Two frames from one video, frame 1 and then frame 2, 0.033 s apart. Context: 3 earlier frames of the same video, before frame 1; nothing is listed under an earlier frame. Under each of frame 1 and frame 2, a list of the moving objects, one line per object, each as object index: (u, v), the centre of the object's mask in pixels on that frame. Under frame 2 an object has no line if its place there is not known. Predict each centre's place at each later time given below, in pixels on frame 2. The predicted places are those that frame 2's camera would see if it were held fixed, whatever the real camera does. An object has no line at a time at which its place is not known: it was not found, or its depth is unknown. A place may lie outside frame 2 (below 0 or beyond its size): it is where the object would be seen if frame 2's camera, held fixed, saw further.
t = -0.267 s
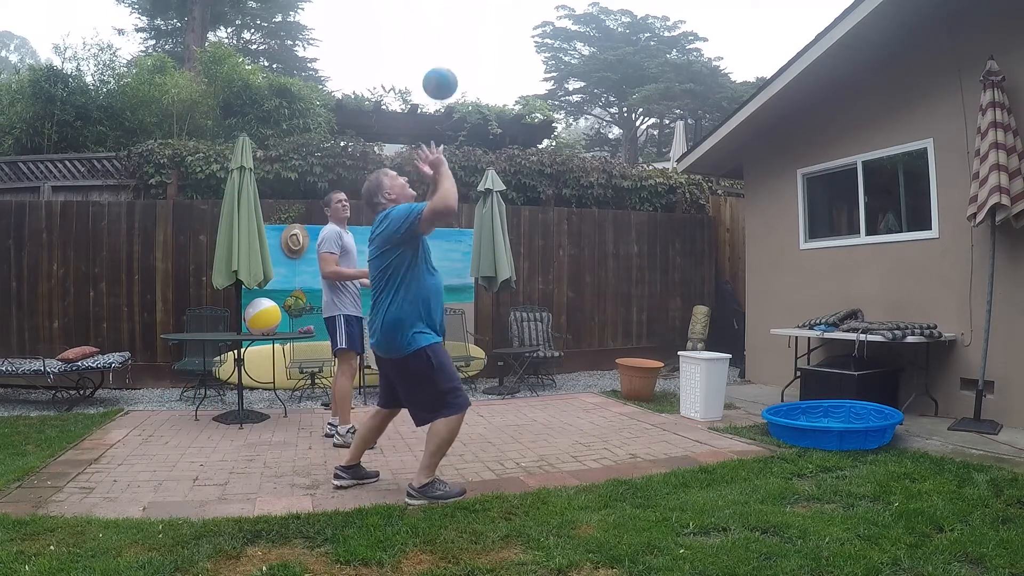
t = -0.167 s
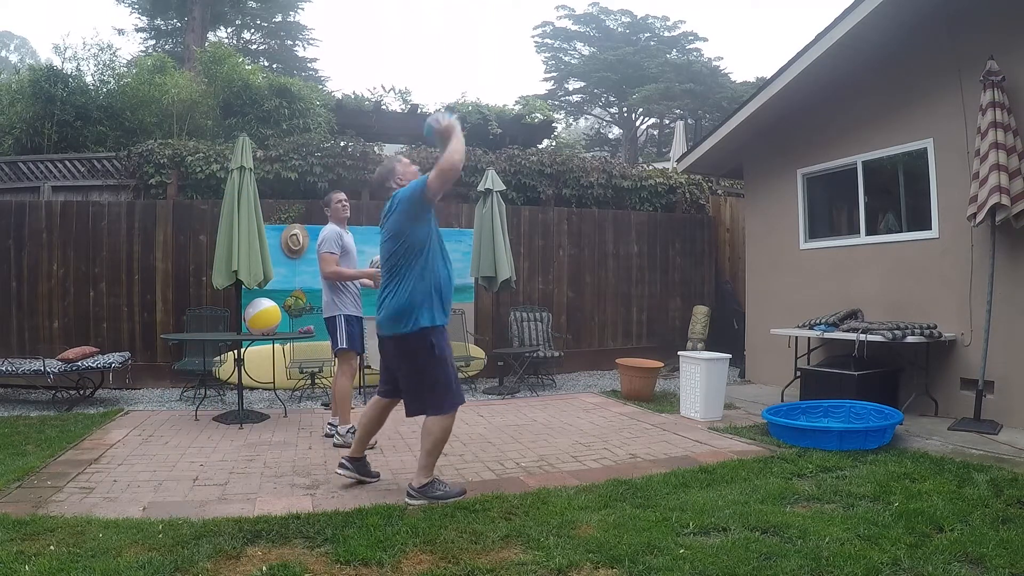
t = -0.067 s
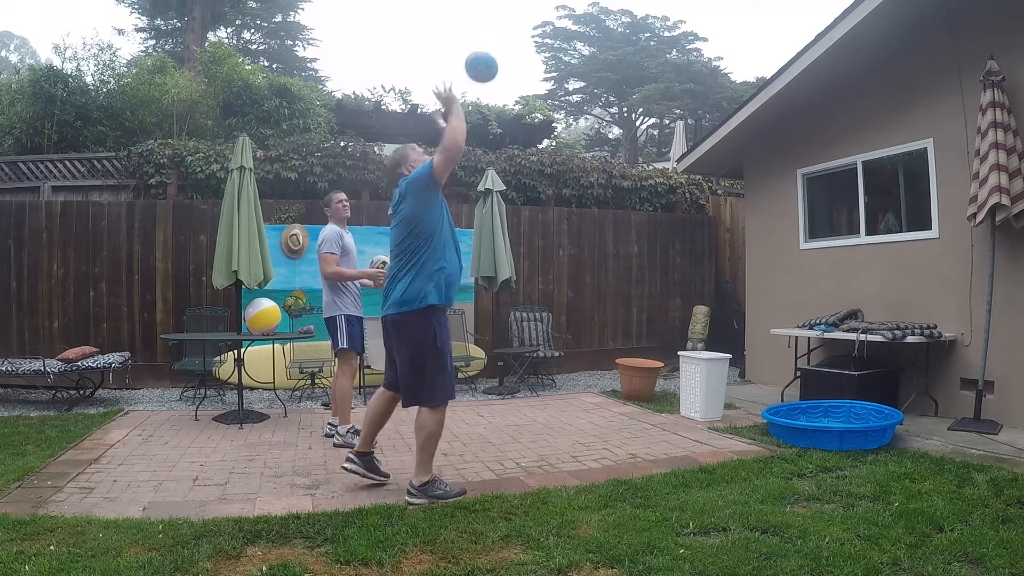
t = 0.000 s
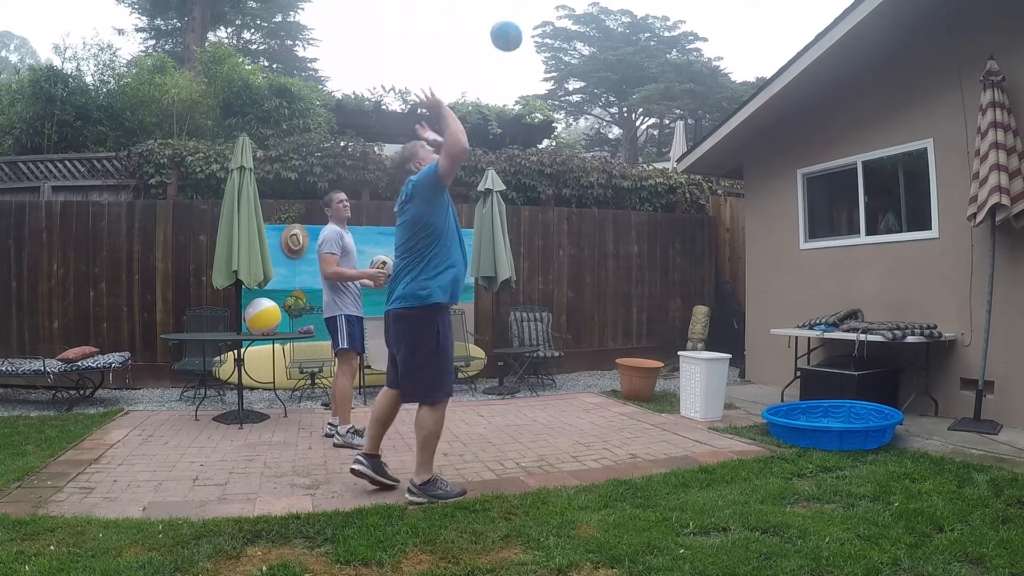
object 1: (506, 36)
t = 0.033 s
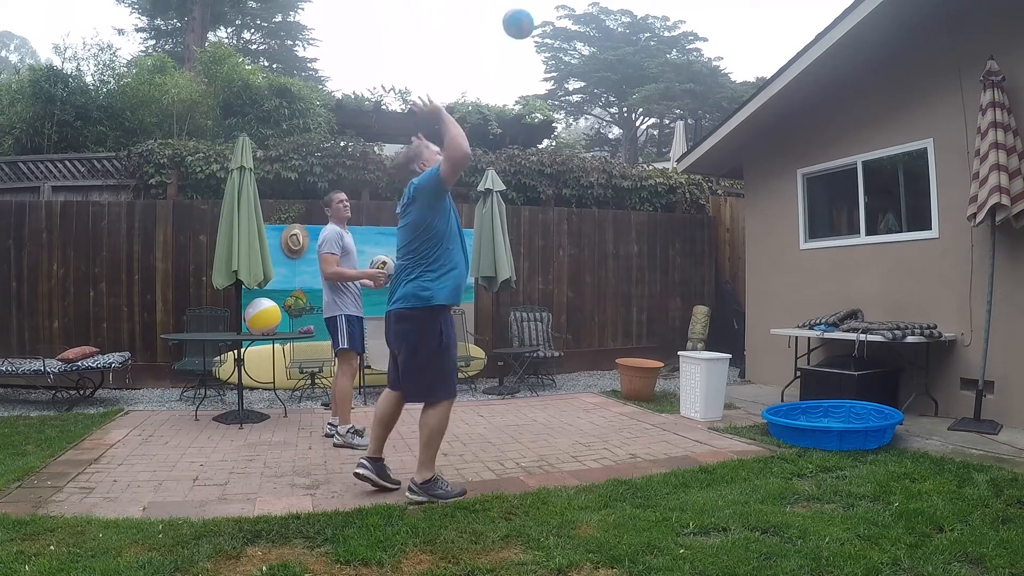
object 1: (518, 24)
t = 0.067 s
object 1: (530, 14)
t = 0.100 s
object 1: (541, 9)
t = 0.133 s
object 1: (553, 6)
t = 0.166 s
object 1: (563, 4)
